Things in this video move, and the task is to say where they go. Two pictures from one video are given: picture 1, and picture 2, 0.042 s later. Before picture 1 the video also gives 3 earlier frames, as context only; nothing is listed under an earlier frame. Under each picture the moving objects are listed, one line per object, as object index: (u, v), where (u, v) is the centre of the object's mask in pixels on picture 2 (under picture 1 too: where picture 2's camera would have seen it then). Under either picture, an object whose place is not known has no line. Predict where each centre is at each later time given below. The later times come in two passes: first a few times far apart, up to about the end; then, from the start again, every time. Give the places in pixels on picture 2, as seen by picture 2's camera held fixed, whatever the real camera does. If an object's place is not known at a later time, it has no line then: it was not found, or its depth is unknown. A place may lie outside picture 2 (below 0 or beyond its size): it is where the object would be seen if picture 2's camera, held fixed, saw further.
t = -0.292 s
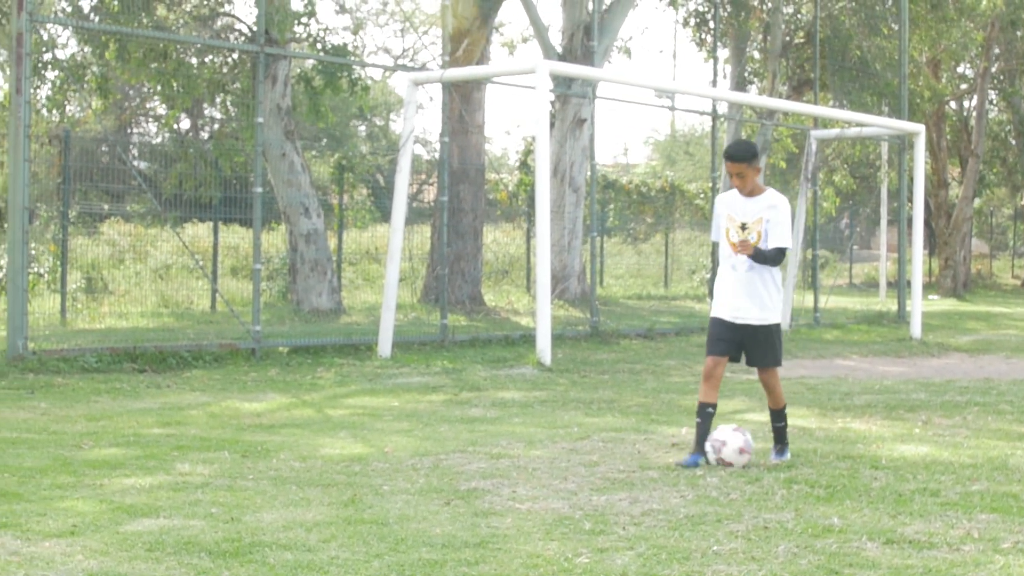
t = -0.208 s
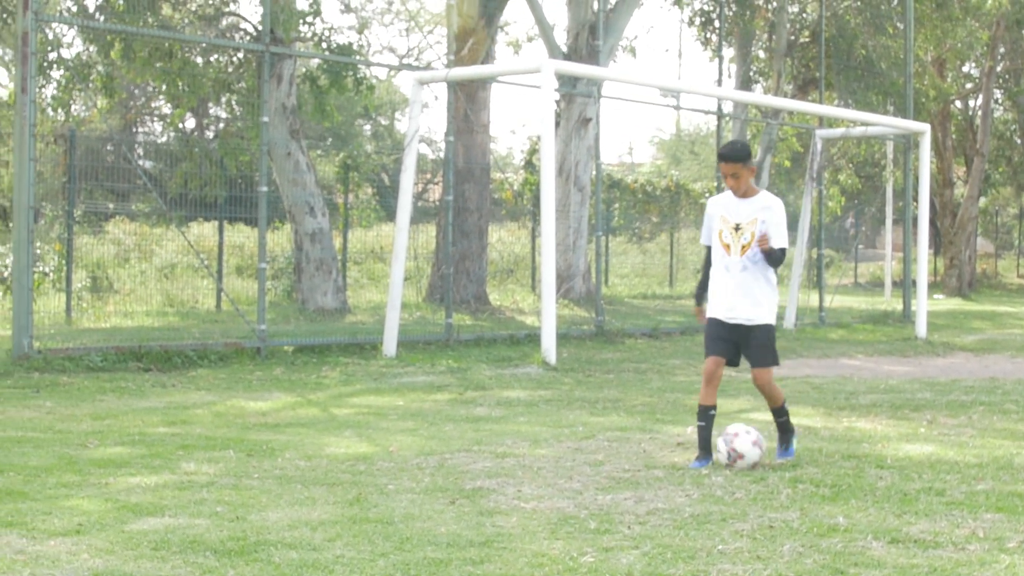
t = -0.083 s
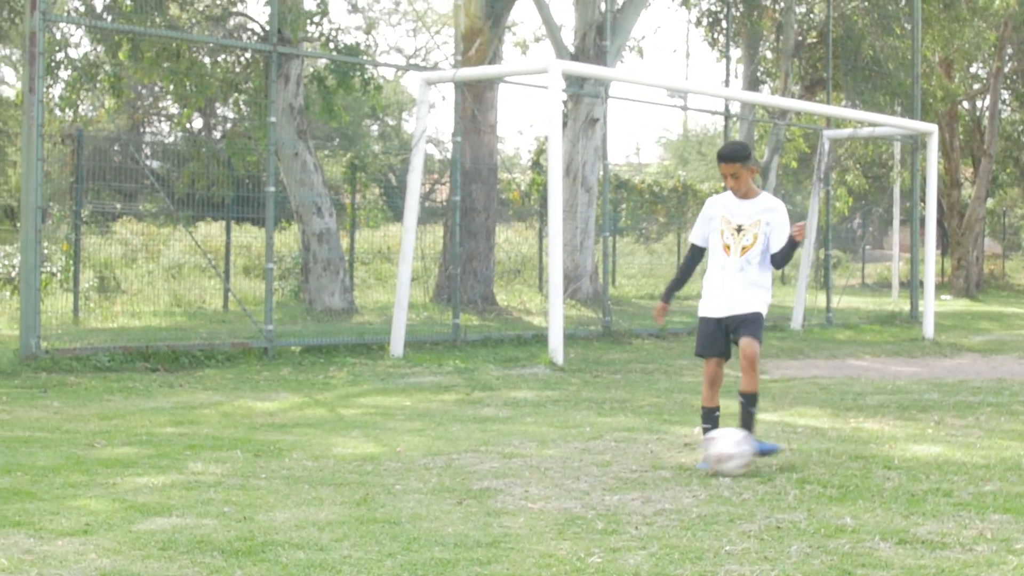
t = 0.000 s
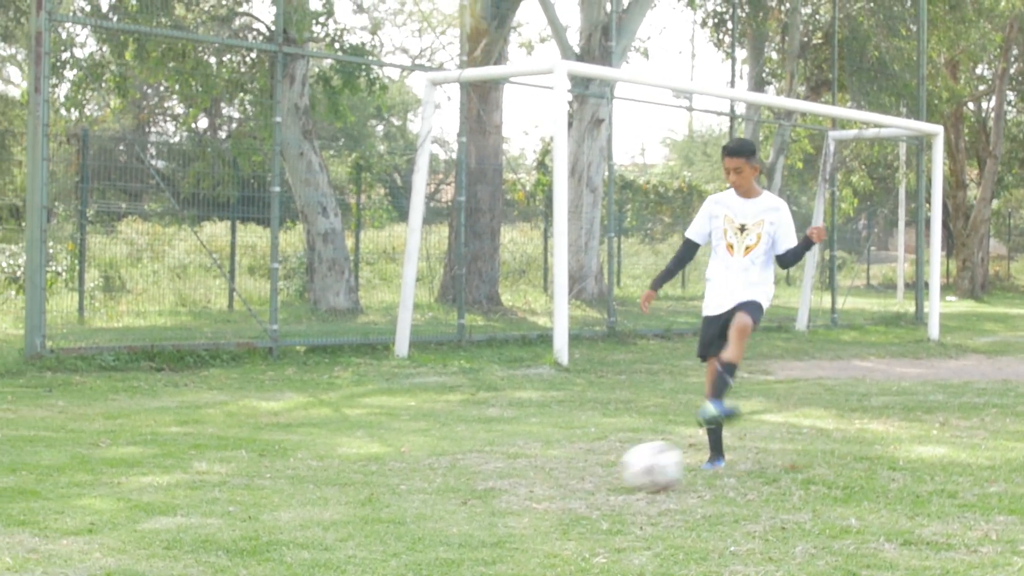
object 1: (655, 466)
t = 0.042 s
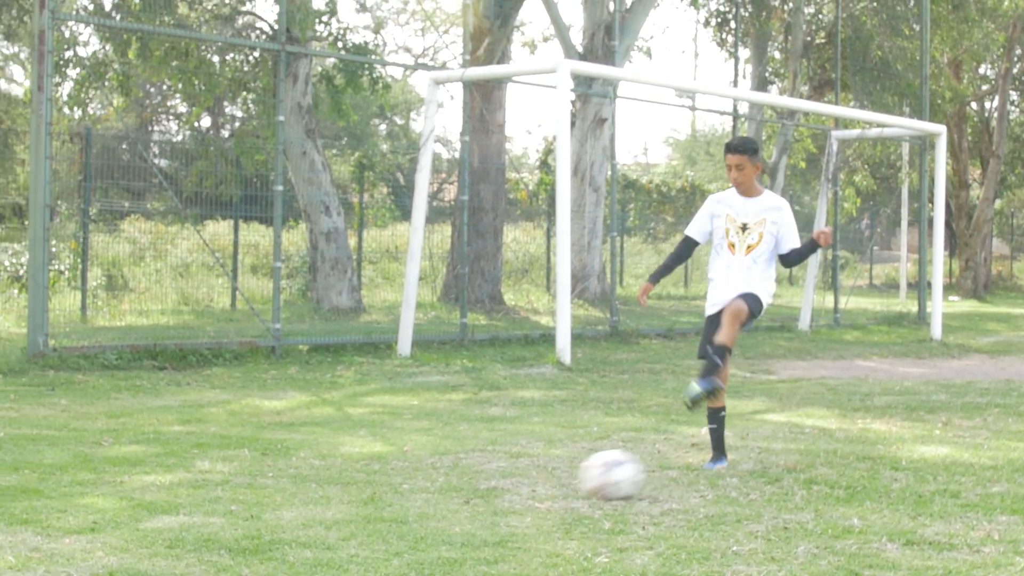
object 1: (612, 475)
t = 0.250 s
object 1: (387, 511)
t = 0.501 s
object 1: (82, 552)
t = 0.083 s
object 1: (572, 481)
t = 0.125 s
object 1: (527, 487)
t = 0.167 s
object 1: (483, 492)
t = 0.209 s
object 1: (434, 503)
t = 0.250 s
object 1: (387, 511)
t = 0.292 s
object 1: (339, 515)
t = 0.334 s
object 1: (292, 521)
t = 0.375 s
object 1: (242, 532)
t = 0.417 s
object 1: (189, 543)
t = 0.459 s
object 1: (135, 550)
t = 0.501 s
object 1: (82, 552)
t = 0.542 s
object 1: (32, 555)
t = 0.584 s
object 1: (-15, 557)
